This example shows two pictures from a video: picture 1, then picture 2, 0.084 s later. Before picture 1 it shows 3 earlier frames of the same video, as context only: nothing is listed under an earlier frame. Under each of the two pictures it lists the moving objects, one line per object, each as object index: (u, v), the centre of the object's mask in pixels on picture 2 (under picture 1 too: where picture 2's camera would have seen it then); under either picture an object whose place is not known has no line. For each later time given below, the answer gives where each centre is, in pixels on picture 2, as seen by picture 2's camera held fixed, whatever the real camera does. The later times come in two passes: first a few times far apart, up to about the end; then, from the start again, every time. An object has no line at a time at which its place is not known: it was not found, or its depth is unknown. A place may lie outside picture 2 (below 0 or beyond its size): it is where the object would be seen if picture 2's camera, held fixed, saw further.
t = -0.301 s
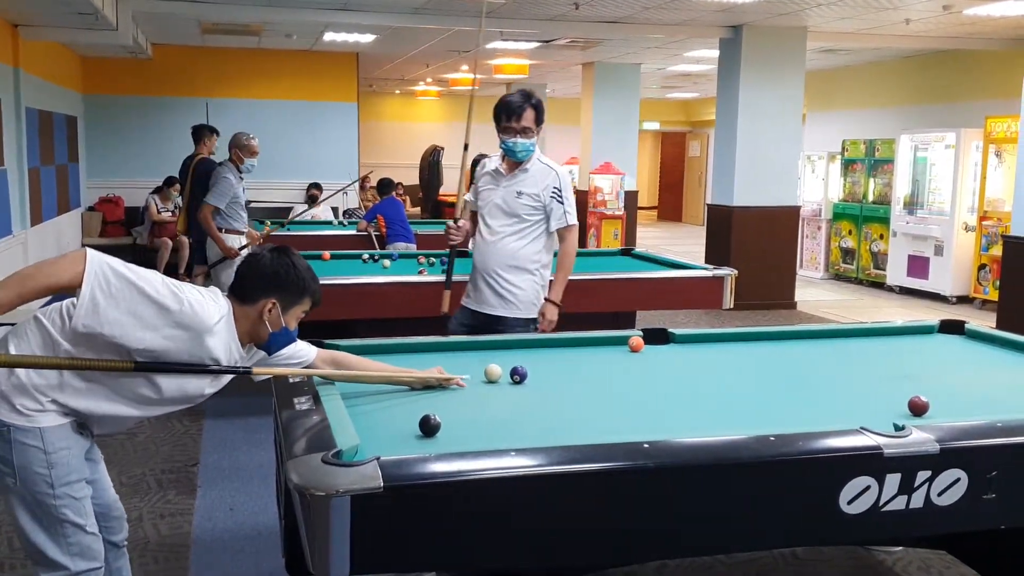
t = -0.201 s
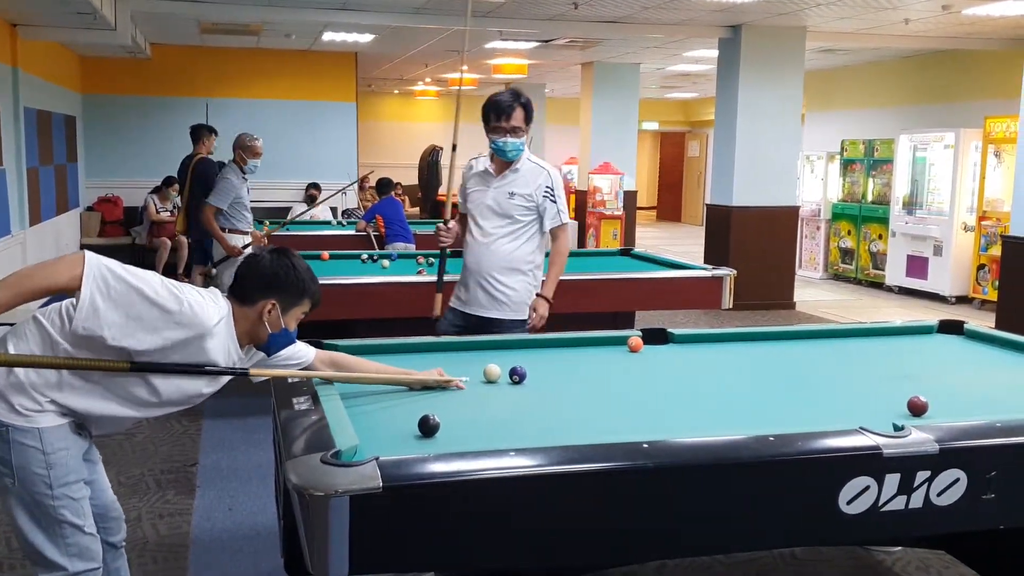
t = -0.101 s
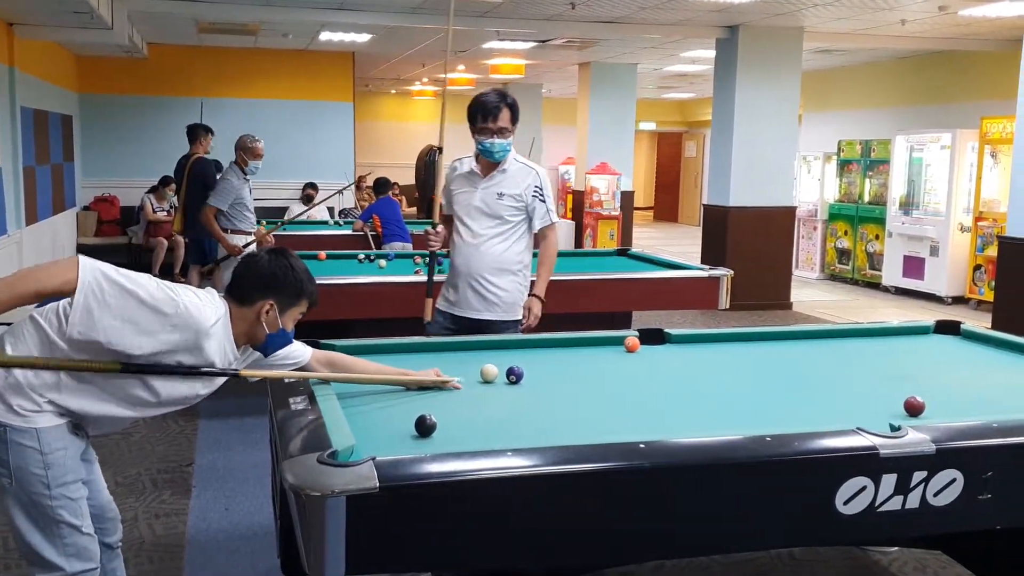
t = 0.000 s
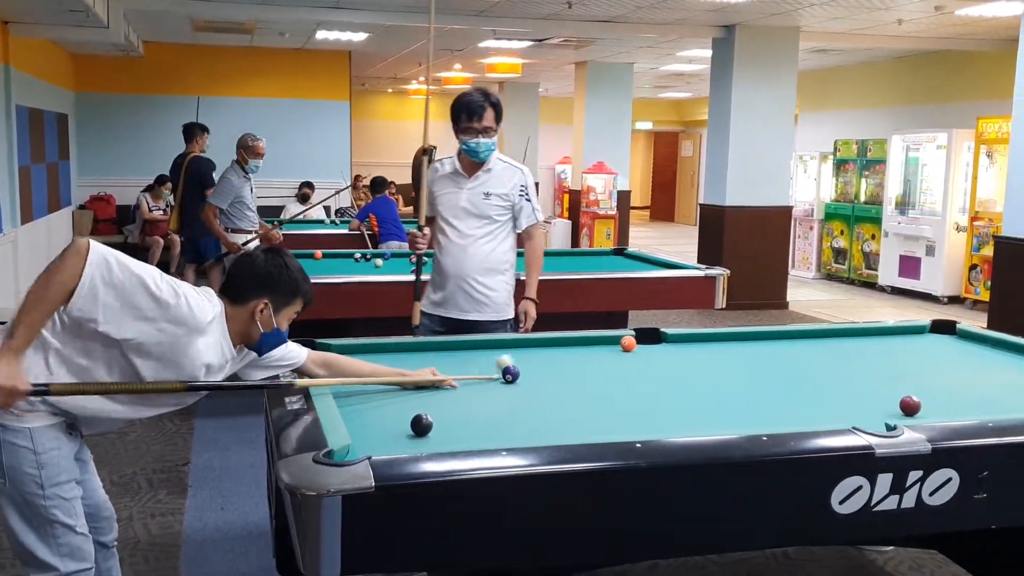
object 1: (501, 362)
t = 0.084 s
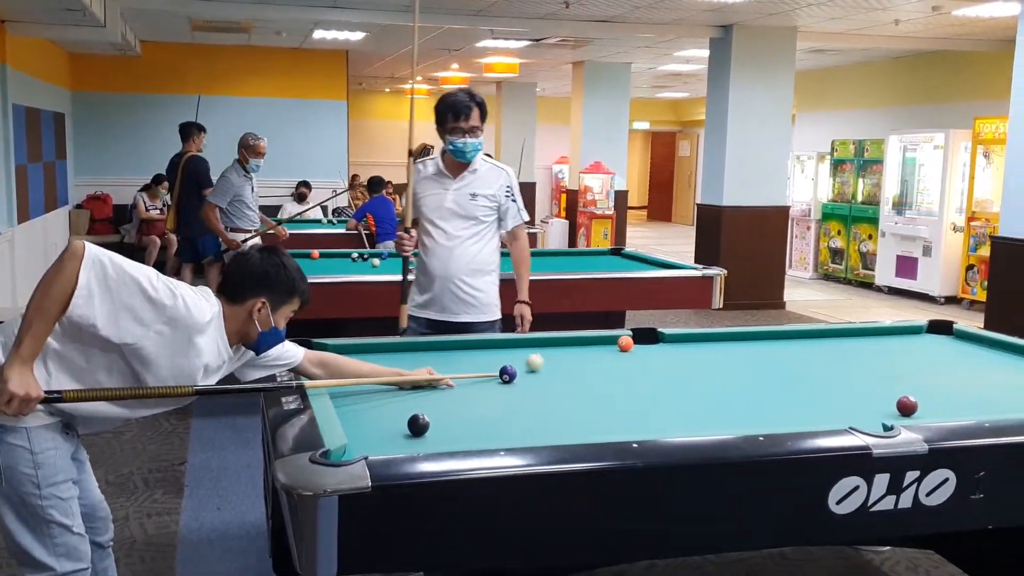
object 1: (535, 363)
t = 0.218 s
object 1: (573, 356)
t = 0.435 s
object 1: (618, 348)
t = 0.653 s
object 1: (656, 346)
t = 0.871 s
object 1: (691, 346)
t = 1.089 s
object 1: (725, 346)
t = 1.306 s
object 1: (758, 345)
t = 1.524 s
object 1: (788, 345)
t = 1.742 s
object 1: (817, 344)
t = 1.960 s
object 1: (842, 344)
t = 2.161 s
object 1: (865, 344)
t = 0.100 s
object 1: (540, 362)
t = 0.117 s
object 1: (545, 360)
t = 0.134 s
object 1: (551, 360)
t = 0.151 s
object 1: (556, 359)
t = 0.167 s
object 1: (560, 358)
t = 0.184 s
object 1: (565, 357)
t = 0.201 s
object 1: (569, 357)
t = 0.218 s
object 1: (573, 356)
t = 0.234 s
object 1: (577, 355)
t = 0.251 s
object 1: (581, 355)
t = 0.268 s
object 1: (585, 354)
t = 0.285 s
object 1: (588, 354)
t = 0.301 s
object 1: (592, 353)
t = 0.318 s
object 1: (595, 352)
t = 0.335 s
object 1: (598, 351)
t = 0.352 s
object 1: (601, 351)
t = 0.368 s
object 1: (605, 350)
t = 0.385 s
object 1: (608, 349)
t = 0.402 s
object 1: (611, 349)
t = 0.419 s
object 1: (615, 348)
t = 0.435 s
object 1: (618, 348)
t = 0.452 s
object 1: (621, 347)
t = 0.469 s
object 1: (625, 347)
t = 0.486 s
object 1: (627, 346)
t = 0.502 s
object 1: (631, 347)
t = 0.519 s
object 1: (633, 347)
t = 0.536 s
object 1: (636, 347)
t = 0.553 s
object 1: (639, 347)
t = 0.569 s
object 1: (642, 346)
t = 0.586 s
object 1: (644, 346)
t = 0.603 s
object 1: (647, 346)
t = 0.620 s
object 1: (650, 346)
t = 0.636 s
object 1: (653, 346)
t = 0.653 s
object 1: (656, 346)
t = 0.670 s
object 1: (659, 346)
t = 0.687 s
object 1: (661, 346)
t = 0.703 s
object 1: (664, 346)
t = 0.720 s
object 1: (667, 346)
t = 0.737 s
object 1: (669, 346)
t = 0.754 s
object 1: (672, 346)
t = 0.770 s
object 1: (675, 346)
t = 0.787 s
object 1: (678, 346)
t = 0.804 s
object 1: (680, 346)
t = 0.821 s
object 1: (683, 346)
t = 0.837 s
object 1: (686, 346)
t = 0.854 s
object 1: (689, 346)
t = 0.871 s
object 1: (691, 346)
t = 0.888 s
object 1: (694, 346)
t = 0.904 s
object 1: (696, 346)
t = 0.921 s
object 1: (699, 346)
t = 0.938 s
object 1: (702, 346)
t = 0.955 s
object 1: (704, 346)
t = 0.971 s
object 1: (707, 346)
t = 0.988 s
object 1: (710, 346)
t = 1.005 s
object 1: (712, 346)
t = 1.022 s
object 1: (715, 346)
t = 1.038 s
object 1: (717, 346)
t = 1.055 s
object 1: (720, 346)
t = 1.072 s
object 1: (723, 346)
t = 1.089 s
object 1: (725, 346)
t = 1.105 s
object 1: (728, 345)
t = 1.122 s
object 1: (730, 346)
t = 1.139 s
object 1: (733, 345)
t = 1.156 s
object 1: (735, 345)
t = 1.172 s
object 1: (738, 345)
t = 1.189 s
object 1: (741, 345)
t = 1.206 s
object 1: (743, 345)
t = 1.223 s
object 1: (745, 345)
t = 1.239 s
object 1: (748, 345)
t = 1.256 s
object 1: (750, 345)
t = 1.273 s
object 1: (753, 345)
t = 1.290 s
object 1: (755, 345)
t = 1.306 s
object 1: (758, 345)
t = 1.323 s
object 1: (760, 345)
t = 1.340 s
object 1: (763, 345)
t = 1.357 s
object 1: (765, 345)
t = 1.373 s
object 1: (767, 345)
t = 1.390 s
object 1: (769, 345)
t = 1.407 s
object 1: (772, 345)
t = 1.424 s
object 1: (774, 345)
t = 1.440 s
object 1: (777, 345)
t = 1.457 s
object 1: (779, 345)
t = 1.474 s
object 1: (781, 345)
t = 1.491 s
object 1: (784, 345)
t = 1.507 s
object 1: (786, 345)
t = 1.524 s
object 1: (788, 345)
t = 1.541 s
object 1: (791, 345)
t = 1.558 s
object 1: (793, 345)
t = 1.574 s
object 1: (795, 345)
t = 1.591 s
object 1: (797, 345)
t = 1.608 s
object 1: (800, 345)
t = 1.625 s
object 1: (802, 345)
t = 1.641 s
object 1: (804, 345)
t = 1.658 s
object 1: (806, 345)
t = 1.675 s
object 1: (808, 345)
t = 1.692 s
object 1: (811, 345)
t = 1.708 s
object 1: (813, 345)
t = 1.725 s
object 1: (815, 344)
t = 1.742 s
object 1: (817, 344)
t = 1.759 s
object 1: (819, 344)
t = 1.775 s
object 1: (821, 344)
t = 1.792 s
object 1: (823, 344)
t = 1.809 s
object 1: (825, 344)
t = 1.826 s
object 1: (827, 344)
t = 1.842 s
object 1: (829, 344)
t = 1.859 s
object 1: (831, 344)
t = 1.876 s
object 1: (833, 344)
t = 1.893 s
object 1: (834, 344)
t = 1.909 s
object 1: (837, 344)
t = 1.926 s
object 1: (838, 344)
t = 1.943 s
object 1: (840, 344)
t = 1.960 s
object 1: (842, 344)
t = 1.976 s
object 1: (844, 344)
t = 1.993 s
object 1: (846, 344)
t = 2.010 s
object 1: (848, 344)
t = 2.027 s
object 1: (850, 344)
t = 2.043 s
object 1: (852, 344)
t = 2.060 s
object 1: (853, 344)
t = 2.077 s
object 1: (856, 344)
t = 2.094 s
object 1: (858, 344)
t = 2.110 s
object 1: (859, 344)
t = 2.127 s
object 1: (862, 344)
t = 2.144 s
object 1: (864, 344)
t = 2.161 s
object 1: (865, 344)
